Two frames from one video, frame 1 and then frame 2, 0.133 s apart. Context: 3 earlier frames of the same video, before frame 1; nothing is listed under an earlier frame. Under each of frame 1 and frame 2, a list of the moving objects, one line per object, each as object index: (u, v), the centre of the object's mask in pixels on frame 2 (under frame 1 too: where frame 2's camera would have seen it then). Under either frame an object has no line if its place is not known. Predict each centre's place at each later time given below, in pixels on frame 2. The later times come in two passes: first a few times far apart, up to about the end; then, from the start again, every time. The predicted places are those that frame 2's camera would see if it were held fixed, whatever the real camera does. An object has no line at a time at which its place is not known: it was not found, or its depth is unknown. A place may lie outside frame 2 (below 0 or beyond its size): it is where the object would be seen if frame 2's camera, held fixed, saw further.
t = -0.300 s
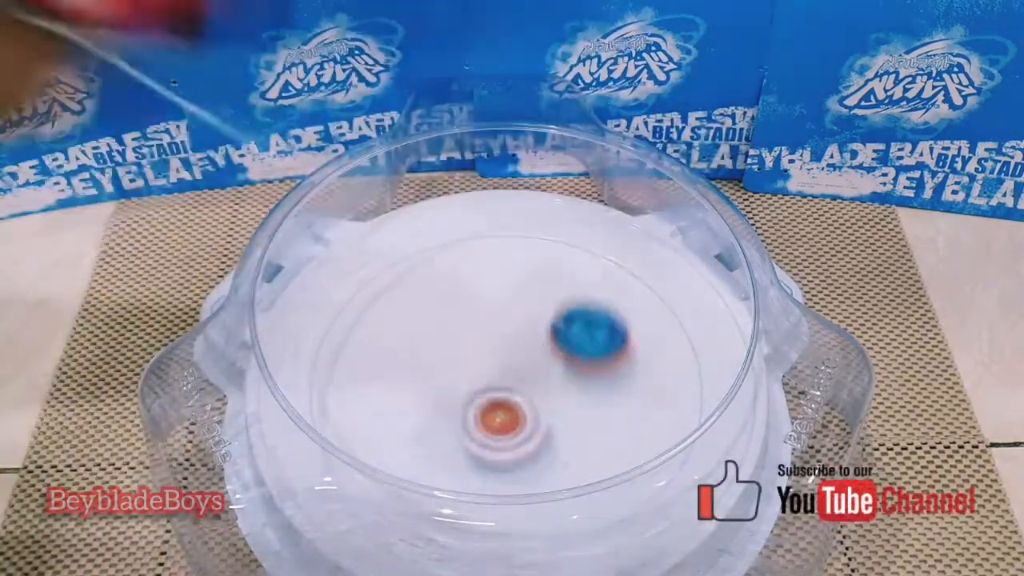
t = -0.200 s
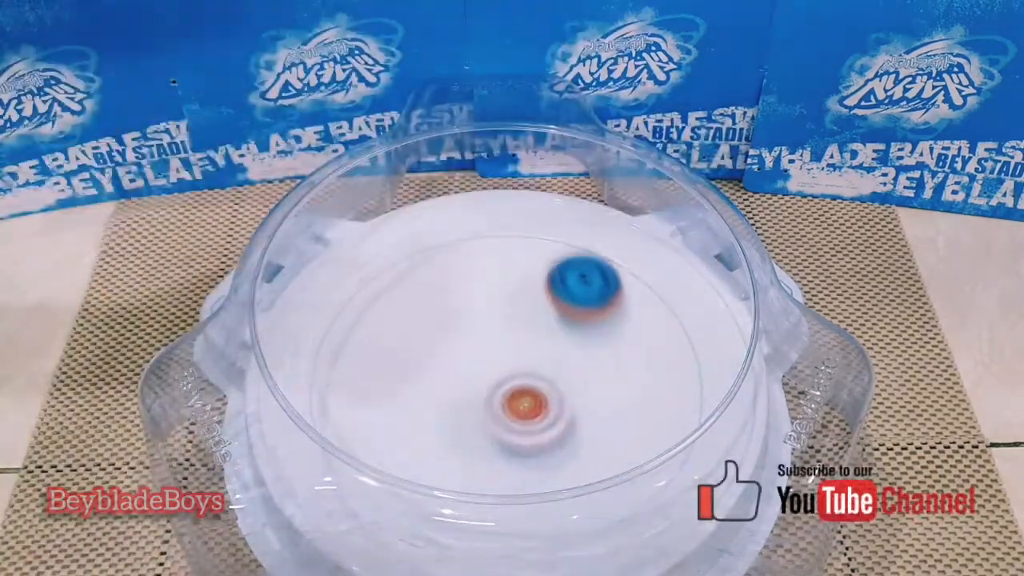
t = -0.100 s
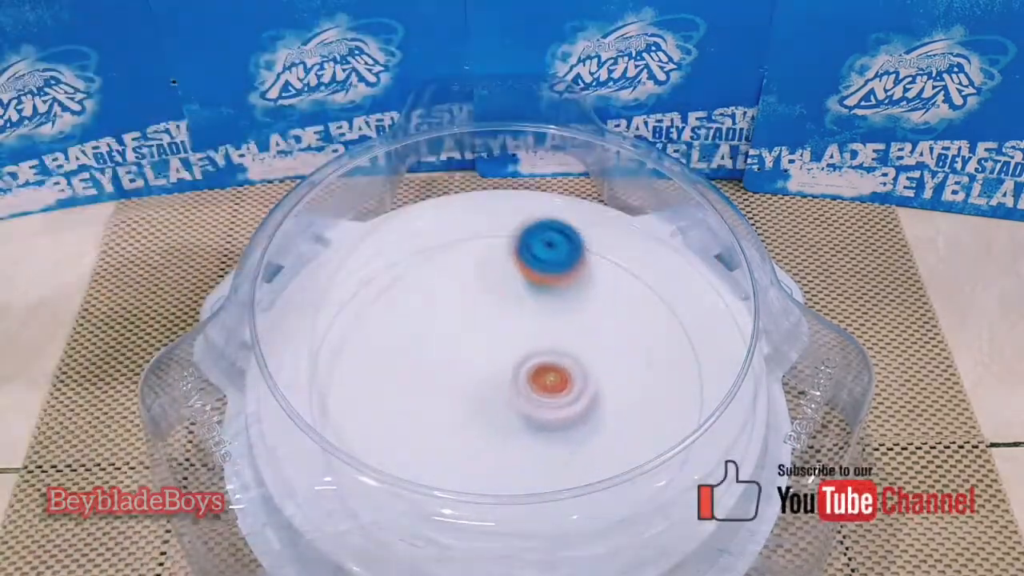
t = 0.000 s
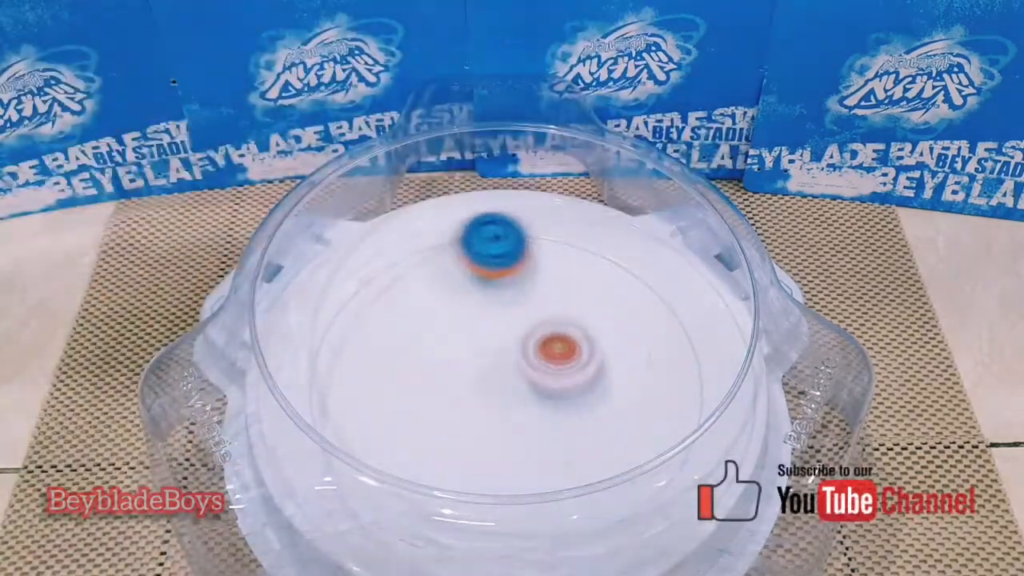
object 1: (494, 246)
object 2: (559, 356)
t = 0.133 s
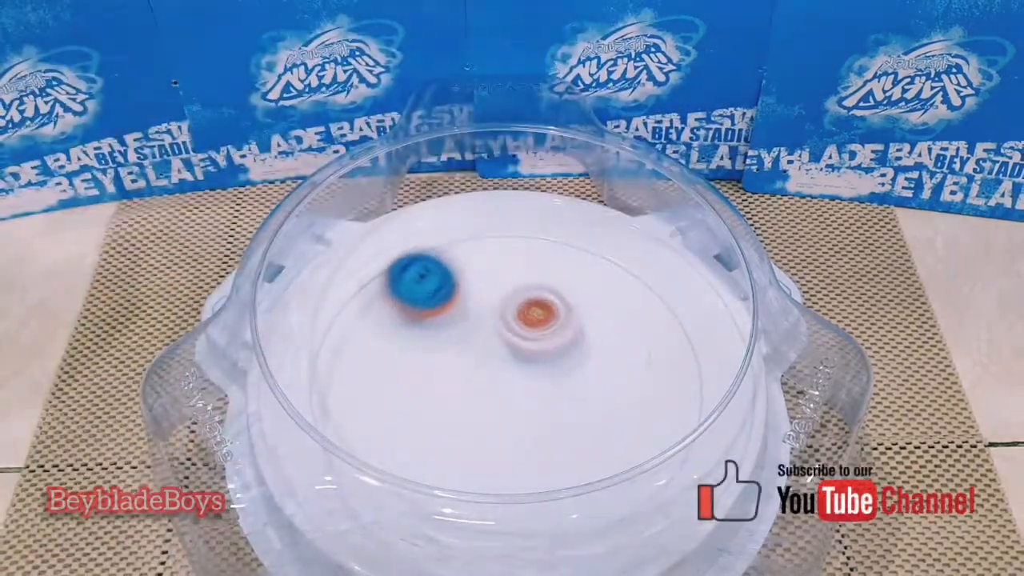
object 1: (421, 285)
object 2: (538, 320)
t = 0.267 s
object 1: (402, 368)
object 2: (491, 311)
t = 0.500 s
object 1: (553, 461)
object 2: (445, 379)
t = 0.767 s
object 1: (662, 337)
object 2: (580, 425)
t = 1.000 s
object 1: (529, 246)
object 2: (612, 316)
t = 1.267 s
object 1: (377, 376)
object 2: (418, 294)
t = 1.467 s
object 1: (472, 494)
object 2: (381, 436)
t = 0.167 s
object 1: (409, 303)
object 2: (527, 314)
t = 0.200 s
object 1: (400, 324)
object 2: (516, 312)
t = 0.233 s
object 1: (398, 347)
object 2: (503, 310)
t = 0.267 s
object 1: (402, 368)
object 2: (491, 311)
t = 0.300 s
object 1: (411, 391)
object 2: (479, 316)
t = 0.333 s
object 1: (426, 413)
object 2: (467, 322)
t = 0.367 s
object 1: (446, 432)
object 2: (458, 330)
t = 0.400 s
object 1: (470, 447)
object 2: (449, 340)
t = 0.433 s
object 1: (497, 456)
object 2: (444, 351)
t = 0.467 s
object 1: (526, 460)
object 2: (443, 365)
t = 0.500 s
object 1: (553, 461)
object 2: (445, 379)
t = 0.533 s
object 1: (581, 461)
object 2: (453, 394)
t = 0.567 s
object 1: (606, 452)
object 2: (465, 407)
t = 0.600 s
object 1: (625, 434)
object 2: (481, 420)
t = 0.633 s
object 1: (643, 420)
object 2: (498, 427)
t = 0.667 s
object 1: (656, 404)
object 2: (519, 433)
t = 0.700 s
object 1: (663, 381)
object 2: (540, 434)
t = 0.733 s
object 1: (665, 358)
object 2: (561, 432)
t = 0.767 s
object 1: (662, 337)
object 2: (580, 425)
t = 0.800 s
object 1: (654, 316)
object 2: (597, 415)
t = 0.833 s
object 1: (642, 297)
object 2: (612, 401)
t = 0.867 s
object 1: (626, 279)
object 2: (621, 387)
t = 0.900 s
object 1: (605, 264)
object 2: (627, 369)
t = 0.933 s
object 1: (582, 253)
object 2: (627, 349)
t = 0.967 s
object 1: (556, 247)
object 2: (621, 332)
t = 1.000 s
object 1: (529, 246)
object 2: (612, 316)
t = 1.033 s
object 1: (502, 250)
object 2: (595, 298)
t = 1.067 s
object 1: (476, 258)
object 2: (577, 285)
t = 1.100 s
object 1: (450, 271)
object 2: (554, 274)
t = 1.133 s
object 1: (428, 286)
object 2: (528, 268)
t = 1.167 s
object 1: (407, 308)
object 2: (496, 266)
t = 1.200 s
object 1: (391, 330)
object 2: (466, 271)
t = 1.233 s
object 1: (381, 353)
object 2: (441, 277)
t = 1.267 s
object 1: (377, 376)
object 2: (418, 294)
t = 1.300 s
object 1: (378, 403)
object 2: (394, 313)
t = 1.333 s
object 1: (385, 425)
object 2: (375, 334)
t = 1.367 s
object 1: (401, 443)
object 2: (365, 360)
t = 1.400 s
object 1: (421, 457)
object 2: (359, 386)
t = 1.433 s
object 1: (443, 484)
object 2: (369, 422)
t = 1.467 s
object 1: (472, 494)
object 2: (381, 436)
